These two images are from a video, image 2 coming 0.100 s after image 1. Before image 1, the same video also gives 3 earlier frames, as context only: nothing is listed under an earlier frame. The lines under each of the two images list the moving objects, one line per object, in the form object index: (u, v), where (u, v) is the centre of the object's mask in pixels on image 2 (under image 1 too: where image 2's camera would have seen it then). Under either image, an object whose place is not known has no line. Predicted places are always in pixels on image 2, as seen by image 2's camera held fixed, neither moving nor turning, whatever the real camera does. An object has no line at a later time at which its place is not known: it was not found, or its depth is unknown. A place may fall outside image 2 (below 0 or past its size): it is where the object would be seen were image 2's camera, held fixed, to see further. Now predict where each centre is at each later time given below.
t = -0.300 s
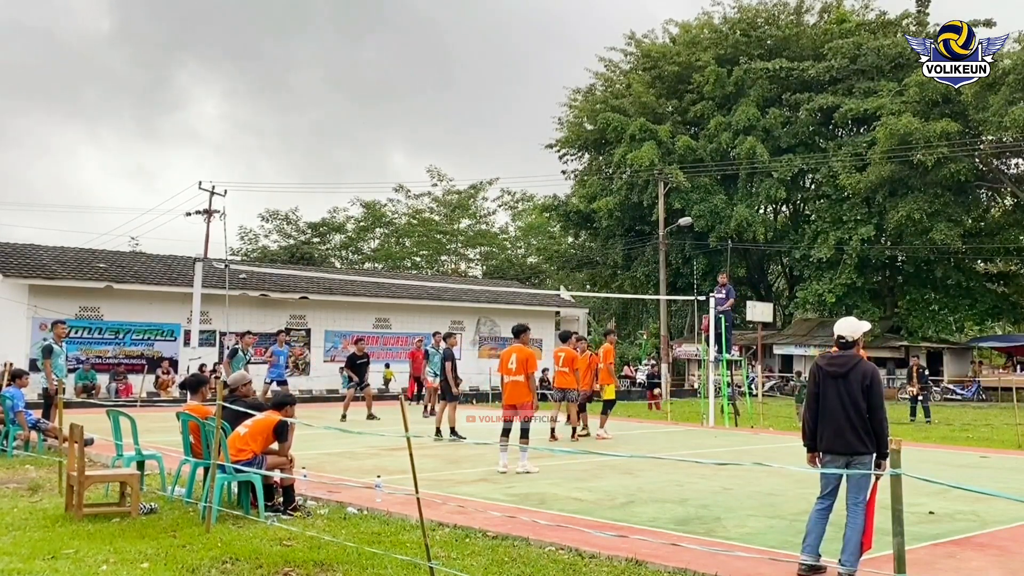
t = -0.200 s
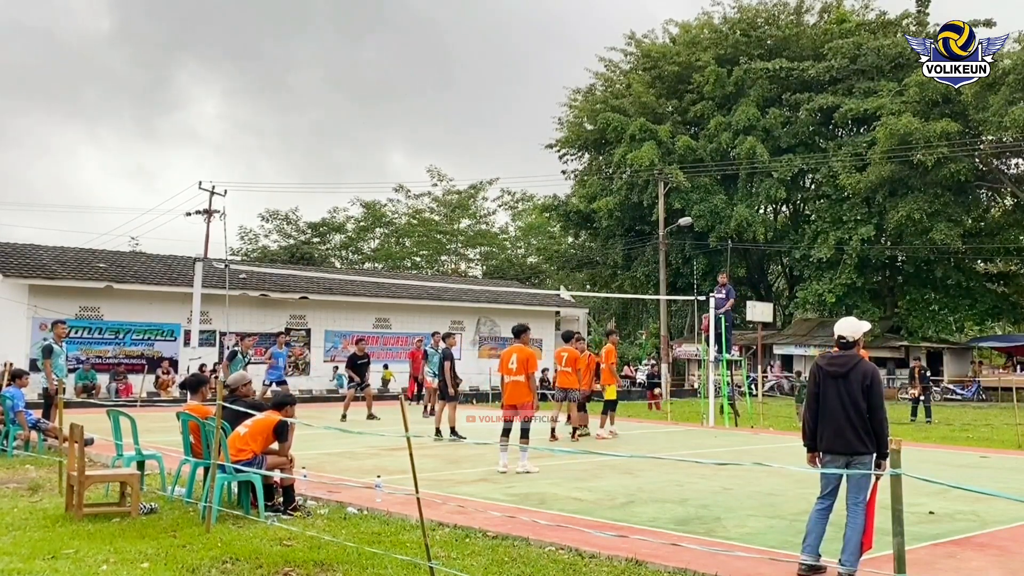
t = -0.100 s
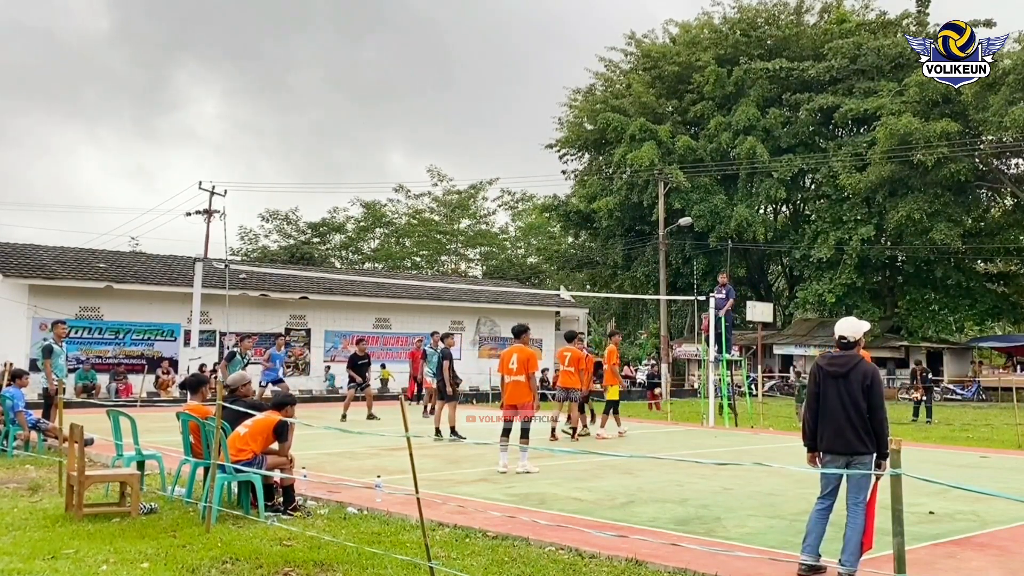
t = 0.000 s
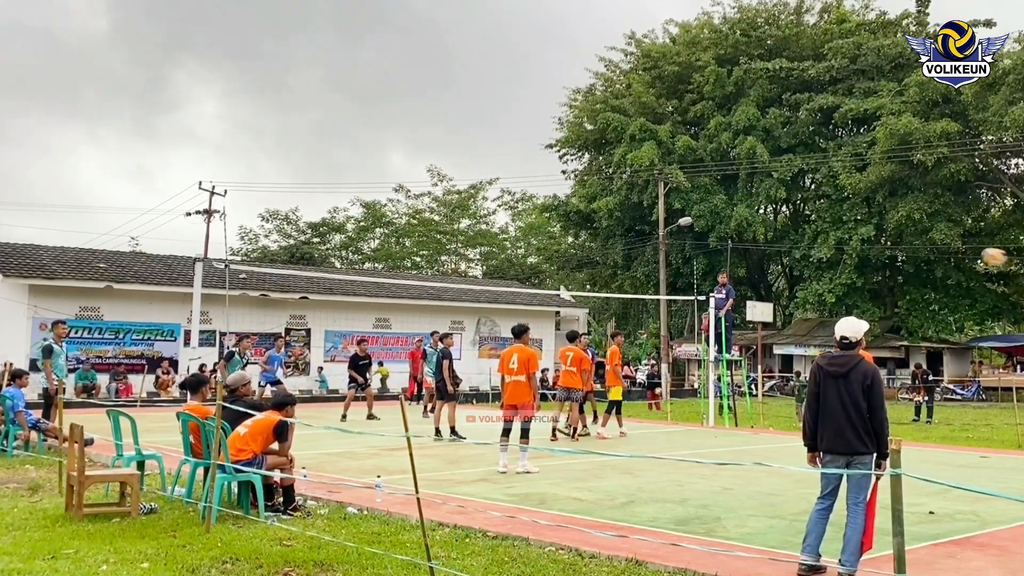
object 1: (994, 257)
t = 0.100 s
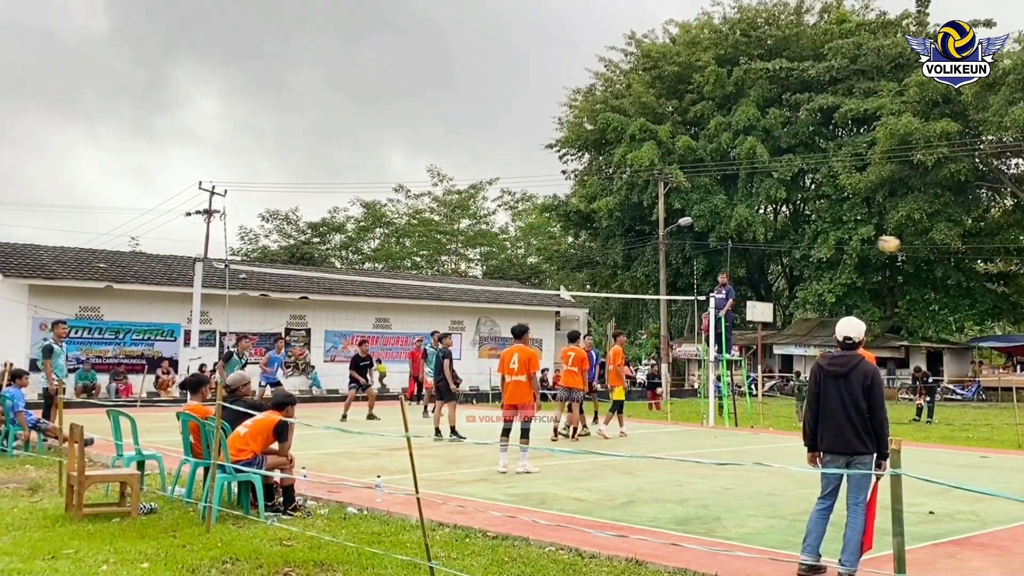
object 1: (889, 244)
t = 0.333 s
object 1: (693, 245)
